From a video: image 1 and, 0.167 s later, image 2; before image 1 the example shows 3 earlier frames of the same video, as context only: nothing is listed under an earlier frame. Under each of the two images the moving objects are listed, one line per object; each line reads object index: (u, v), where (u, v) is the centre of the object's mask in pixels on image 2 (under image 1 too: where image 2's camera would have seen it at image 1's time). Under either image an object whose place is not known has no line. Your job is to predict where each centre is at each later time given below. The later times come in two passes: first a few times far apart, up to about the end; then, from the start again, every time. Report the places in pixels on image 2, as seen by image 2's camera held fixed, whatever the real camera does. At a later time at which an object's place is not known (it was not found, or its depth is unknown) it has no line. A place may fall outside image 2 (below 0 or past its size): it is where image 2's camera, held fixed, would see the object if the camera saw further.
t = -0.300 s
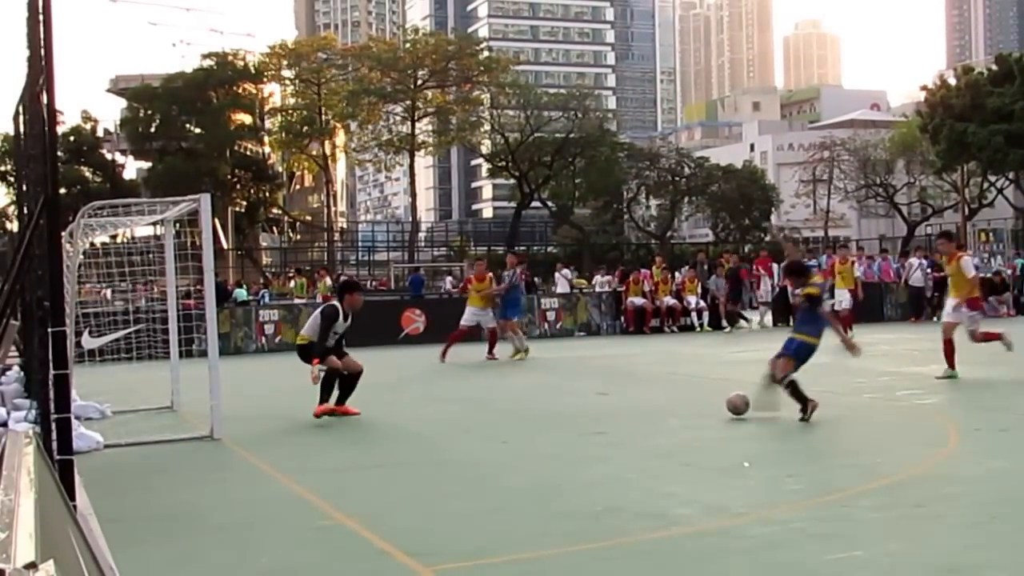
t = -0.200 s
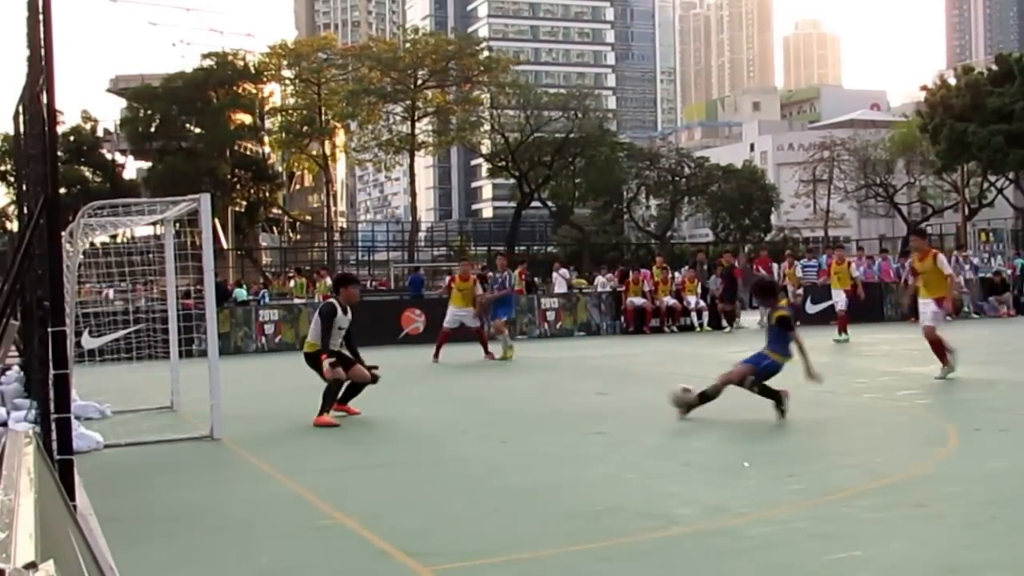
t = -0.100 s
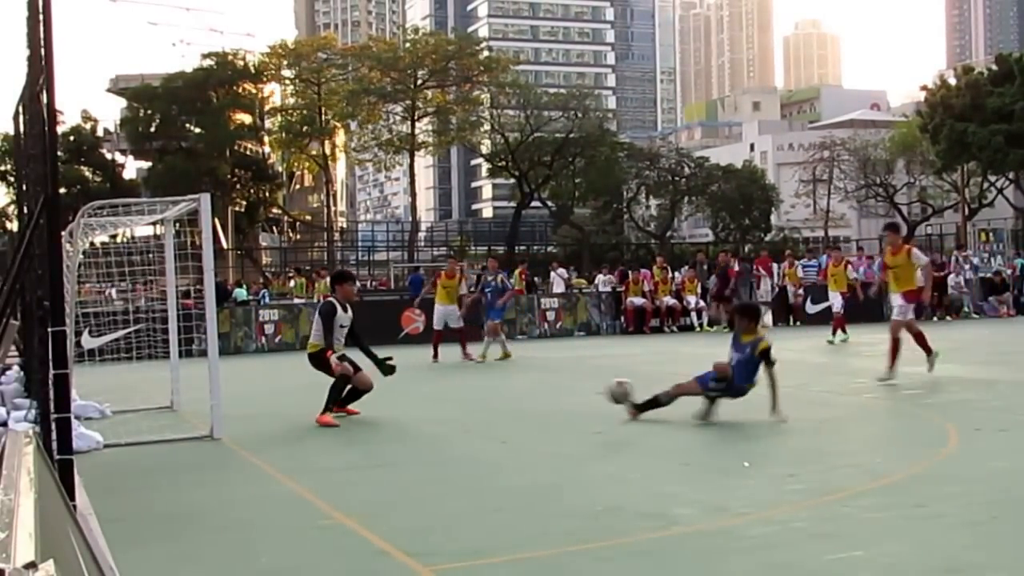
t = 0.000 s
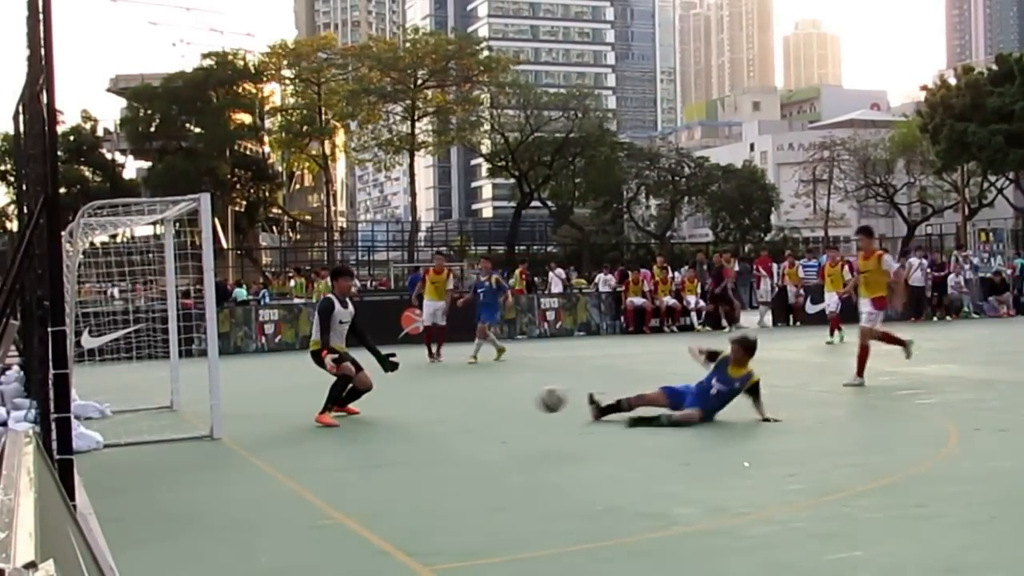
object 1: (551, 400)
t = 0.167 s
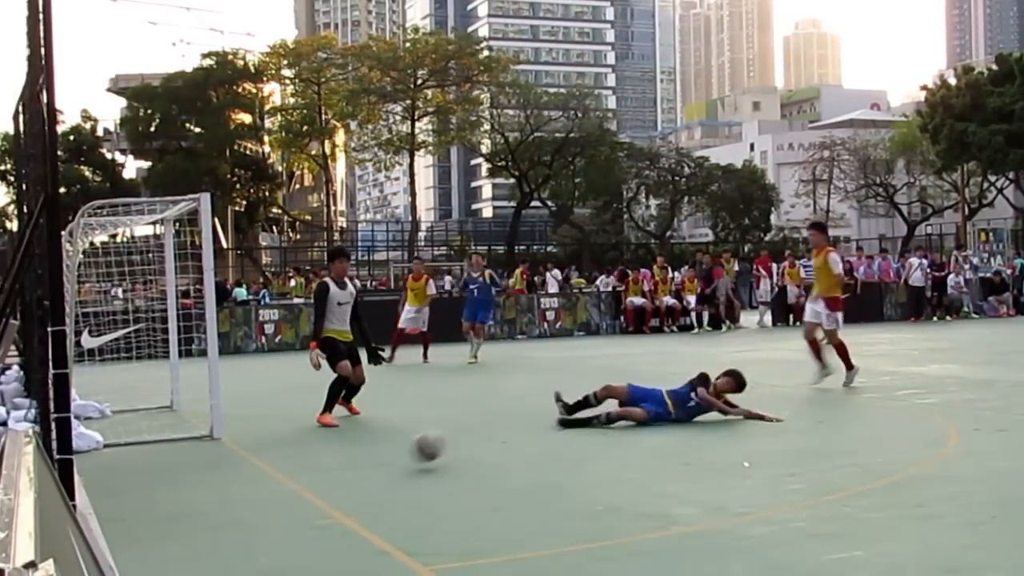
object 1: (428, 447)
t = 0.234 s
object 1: (375, 453)
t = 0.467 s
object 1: (170, 483)
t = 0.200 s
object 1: (401, 457)
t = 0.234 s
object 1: (375, 453)
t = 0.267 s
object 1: (347, 451)
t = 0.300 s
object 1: (320, 452)
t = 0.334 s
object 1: (290, 454)
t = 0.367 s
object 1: (262, 458)
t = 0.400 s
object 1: (233, 465)
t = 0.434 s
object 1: (201, 473)
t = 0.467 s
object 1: (170, 483)
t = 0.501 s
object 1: (138, 497)
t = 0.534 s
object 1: (103, 510)
